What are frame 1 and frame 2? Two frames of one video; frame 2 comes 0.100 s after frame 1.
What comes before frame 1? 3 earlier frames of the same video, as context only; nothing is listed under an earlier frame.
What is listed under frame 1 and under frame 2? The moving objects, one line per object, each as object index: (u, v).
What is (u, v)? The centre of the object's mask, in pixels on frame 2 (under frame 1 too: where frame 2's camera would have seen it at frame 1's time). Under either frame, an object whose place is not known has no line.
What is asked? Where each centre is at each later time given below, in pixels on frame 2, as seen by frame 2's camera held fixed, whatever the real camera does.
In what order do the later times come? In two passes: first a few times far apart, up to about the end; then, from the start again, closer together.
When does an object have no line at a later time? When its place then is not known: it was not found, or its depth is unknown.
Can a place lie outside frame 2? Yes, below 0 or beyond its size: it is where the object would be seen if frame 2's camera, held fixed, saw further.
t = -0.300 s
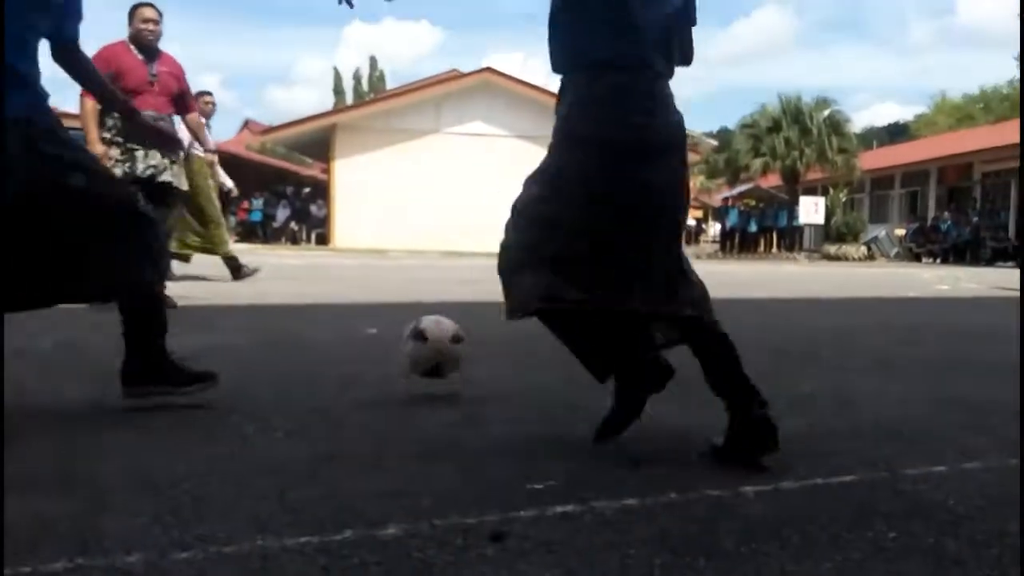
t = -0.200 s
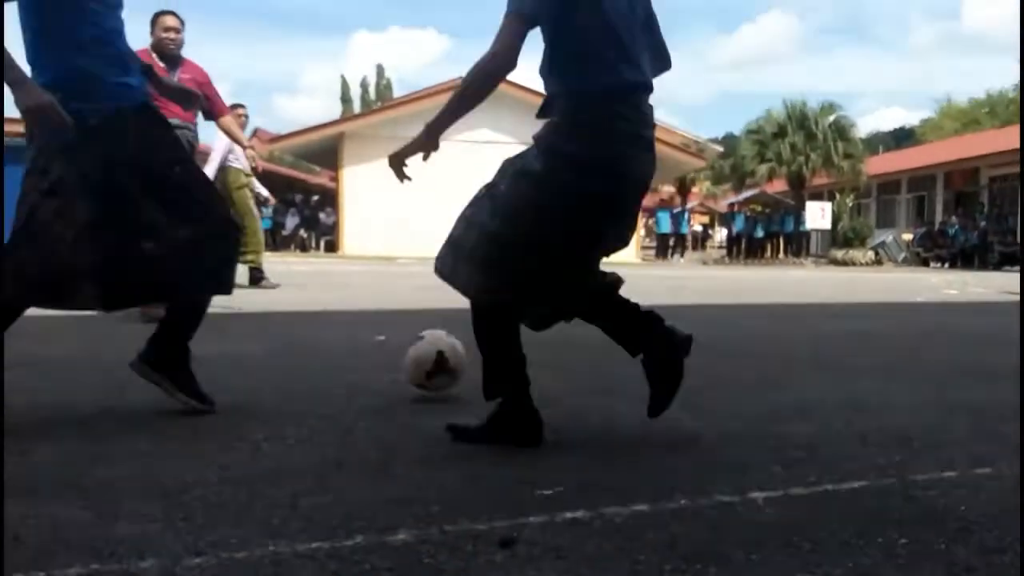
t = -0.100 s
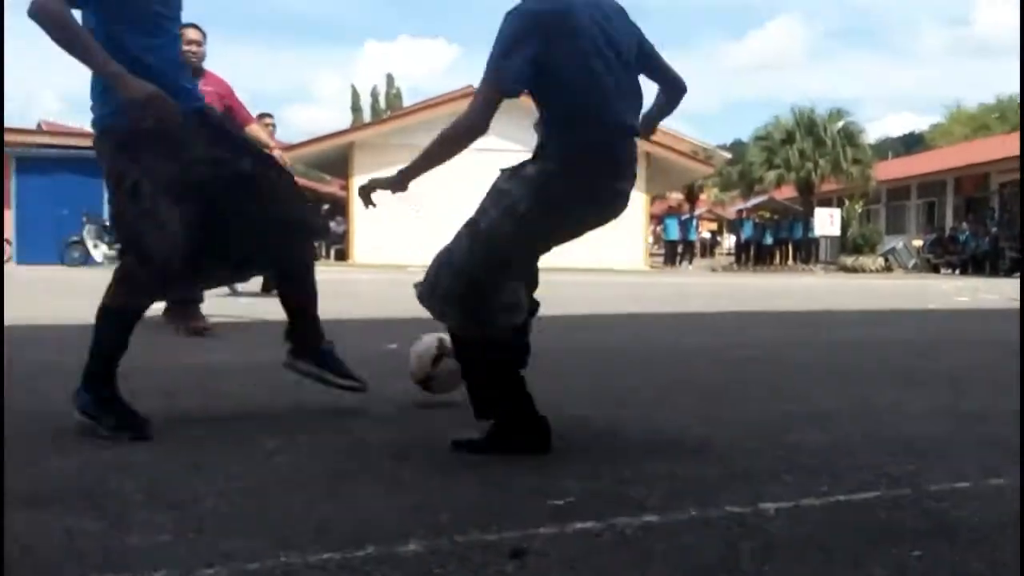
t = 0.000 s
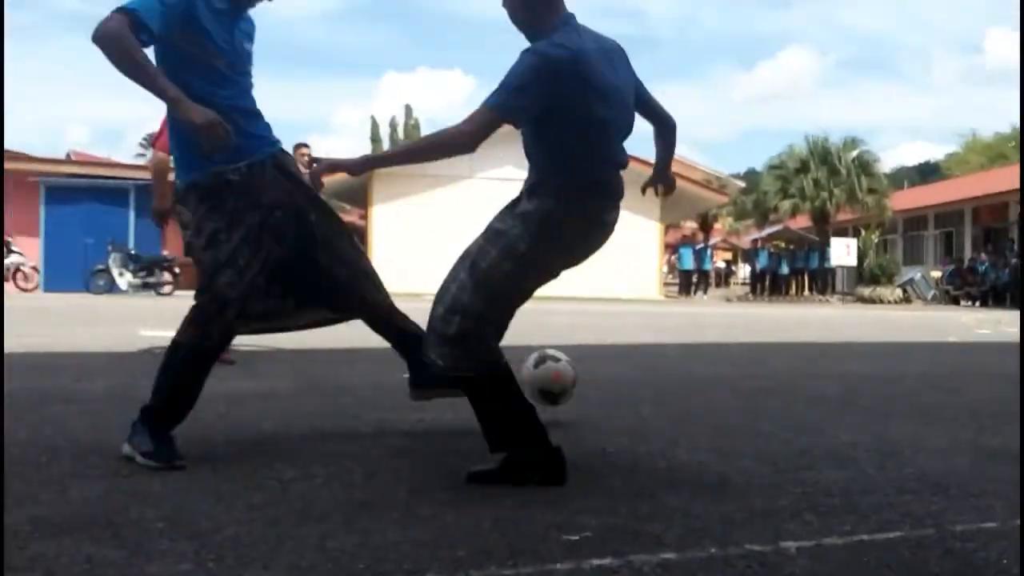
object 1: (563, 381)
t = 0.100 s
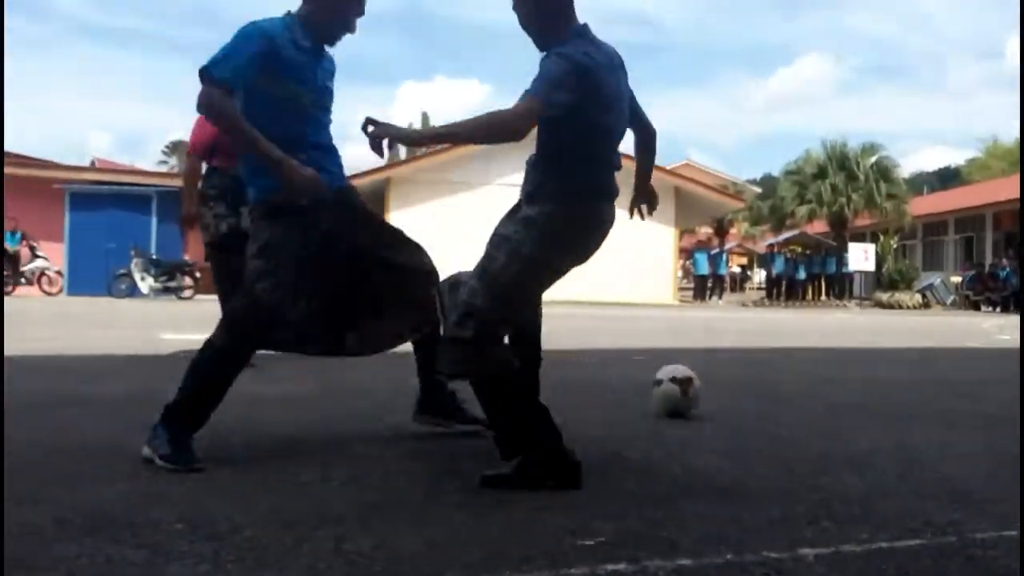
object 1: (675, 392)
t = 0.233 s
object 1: (771, 362)
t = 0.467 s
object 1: (886, 367)
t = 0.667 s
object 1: (918, 349)
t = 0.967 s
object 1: (957, 349)
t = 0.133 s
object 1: (703, 383)
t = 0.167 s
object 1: (726, 374)
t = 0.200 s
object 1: (749, 366)
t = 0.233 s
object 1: (771, 362)
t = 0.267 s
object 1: (791, 359)
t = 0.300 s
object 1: (811, 360)
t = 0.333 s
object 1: (830, 361)
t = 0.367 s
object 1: (848, 364)
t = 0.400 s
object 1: (865, 370)
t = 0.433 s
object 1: (880, 376)
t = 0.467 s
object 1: (886, 367)
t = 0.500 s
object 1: (893, 358)
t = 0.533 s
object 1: (899, 353)
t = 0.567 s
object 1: (905, 350)
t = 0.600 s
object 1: (910, 346)
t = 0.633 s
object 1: (915, 347)
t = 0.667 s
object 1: (918, 349)
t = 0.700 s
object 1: (925, 351)
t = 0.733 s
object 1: (928, 355)
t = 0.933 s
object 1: (954, 348)
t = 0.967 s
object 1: (957, 349)
